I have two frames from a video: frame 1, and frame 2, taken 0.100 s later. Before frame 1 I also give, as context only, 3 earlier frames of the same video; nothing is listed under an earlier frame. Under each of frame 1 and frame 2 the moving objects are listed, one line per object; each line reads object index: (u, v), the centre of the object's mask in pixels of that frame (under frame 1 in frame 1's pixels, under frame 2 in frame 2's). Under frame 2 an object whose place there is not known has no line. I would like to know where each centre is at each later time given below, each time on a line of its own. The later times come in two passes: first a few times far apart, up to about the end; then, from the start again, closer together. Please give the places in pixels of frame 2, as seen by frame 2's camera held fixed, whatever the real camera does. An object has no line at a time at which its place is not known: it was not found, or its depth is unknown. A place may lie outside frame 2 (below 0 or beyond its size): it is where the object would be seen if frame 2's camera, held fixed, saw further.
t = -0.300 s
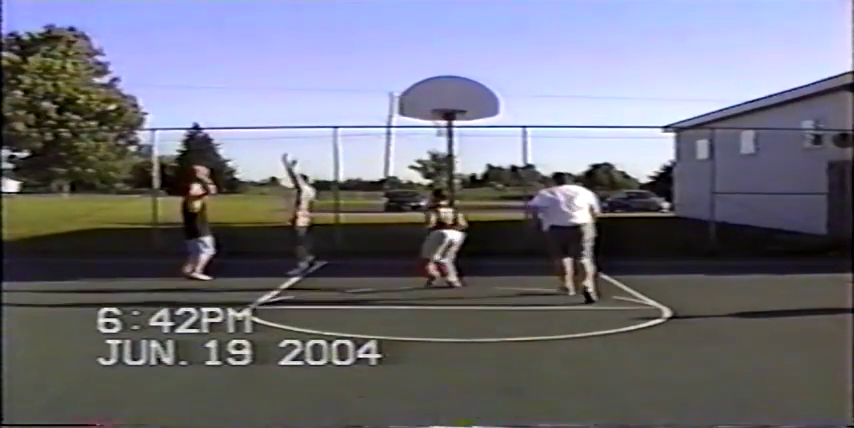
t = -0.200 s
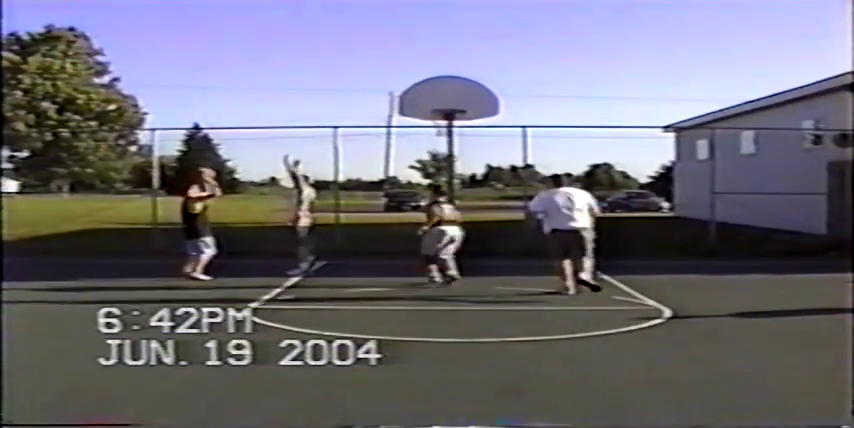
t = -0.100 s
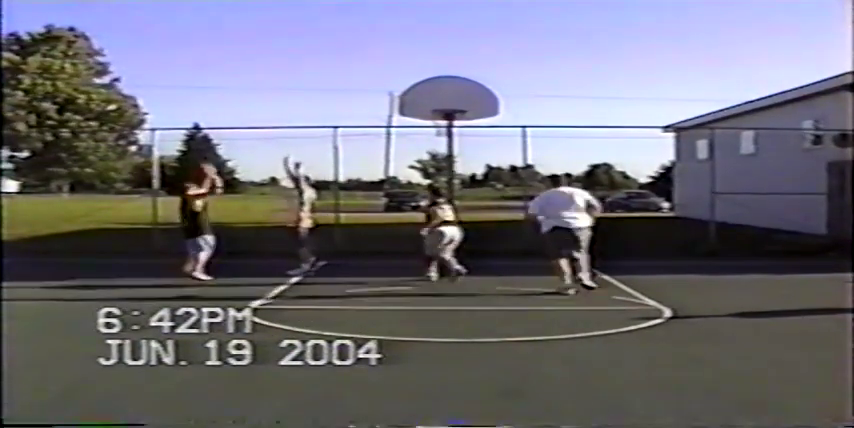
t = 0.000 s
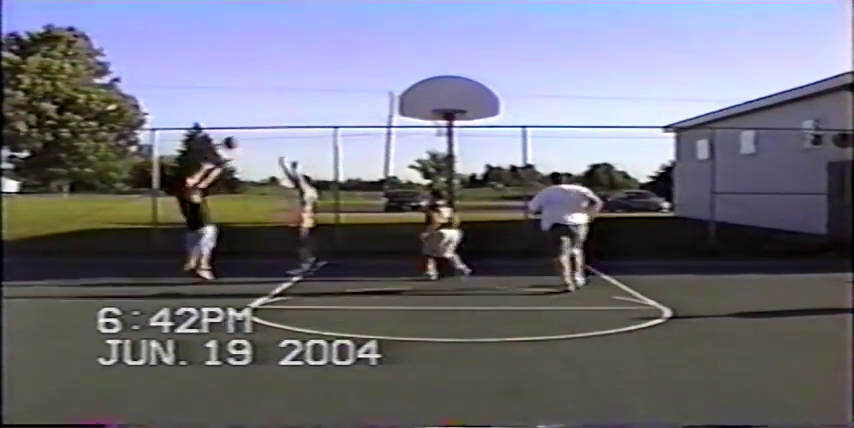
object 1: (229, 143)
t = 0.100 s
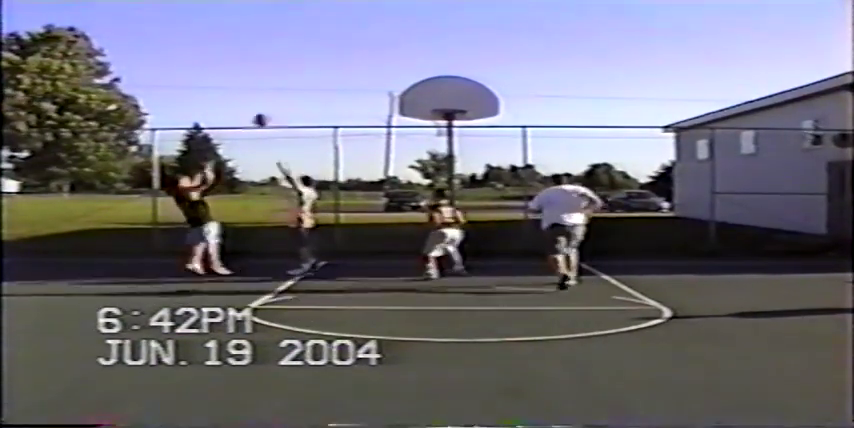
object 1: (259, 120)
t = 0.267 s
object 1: (309, 95)
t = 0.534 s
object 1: (382, 87)
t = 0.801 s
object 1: (444, 105)
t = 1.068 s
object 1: (474, 96)
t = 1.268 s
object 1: (496, 103)
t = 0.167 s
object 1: (280, 107)
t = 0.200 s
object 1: (290, 103)
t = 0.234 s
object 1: (299, 99)
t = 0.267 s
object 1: (309, 95)
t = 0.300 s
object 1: (319, 91)
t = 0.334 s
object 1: (328, 89)
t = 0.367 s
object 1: (338, 88)
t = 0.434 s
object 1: (355, 86)
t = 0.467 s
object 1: (364, 86)
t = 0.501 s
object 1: (373, 86)
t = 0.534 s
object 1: (382, 87)
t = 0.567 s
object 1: (391, 89)
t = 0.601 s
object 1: (399, 91)
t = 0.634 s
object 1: (408, 94)
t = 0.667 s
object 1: (417, 97)
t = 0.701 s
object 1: (425, 101)
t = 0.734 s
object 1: (433, 105)
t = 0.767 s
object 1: (438, 105)
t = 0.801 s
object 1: (444, 105)
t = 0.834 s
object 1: (448, 105)
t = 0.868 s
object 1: (456, 106)
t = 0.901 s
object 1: (459, 105)
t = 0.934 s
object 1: (462, 101)
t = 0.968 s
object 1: (465, 99)
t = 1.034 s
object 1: (471, 96)
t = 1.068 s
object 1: (474, 96)
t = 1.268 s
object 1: (496, 103)
